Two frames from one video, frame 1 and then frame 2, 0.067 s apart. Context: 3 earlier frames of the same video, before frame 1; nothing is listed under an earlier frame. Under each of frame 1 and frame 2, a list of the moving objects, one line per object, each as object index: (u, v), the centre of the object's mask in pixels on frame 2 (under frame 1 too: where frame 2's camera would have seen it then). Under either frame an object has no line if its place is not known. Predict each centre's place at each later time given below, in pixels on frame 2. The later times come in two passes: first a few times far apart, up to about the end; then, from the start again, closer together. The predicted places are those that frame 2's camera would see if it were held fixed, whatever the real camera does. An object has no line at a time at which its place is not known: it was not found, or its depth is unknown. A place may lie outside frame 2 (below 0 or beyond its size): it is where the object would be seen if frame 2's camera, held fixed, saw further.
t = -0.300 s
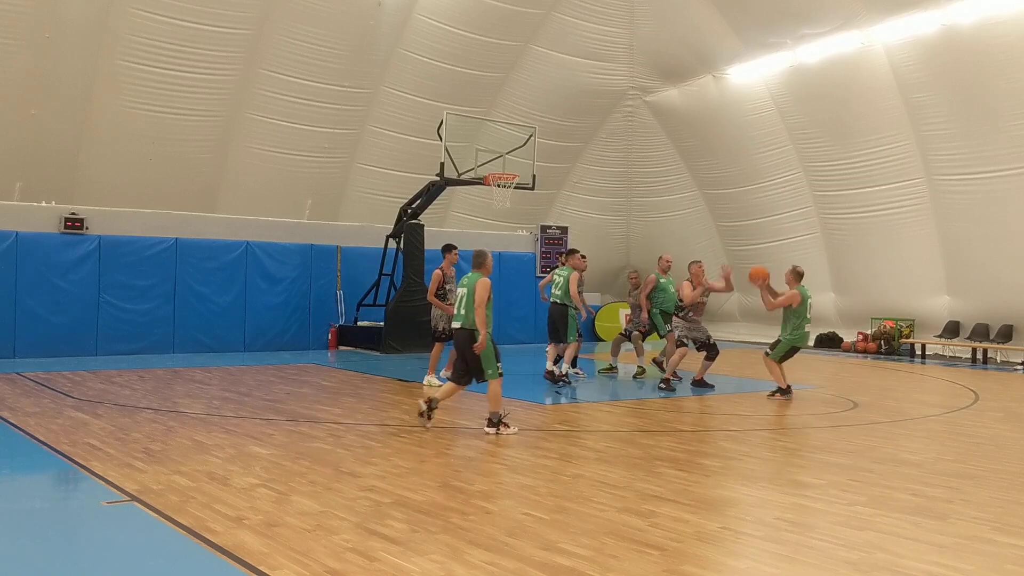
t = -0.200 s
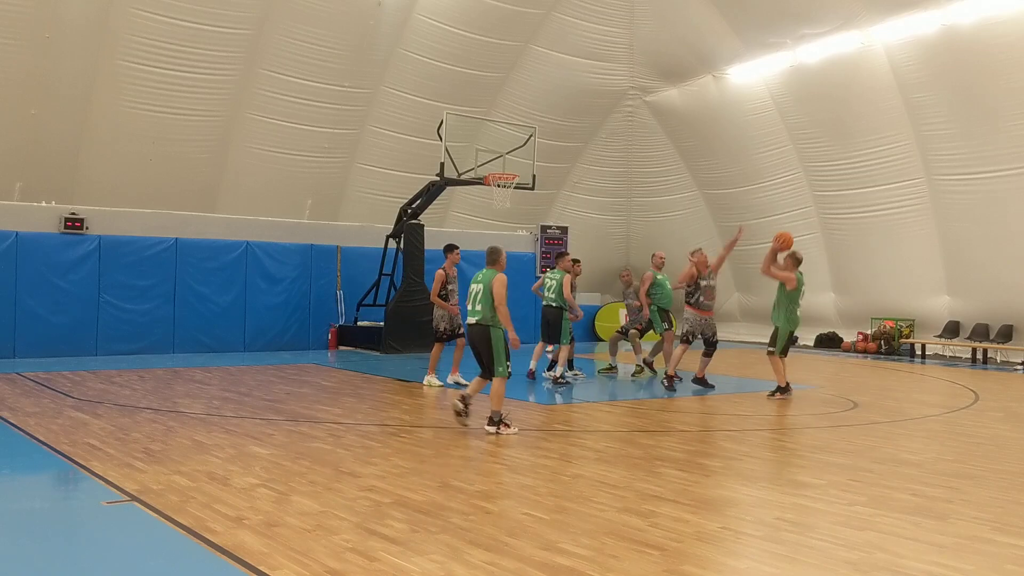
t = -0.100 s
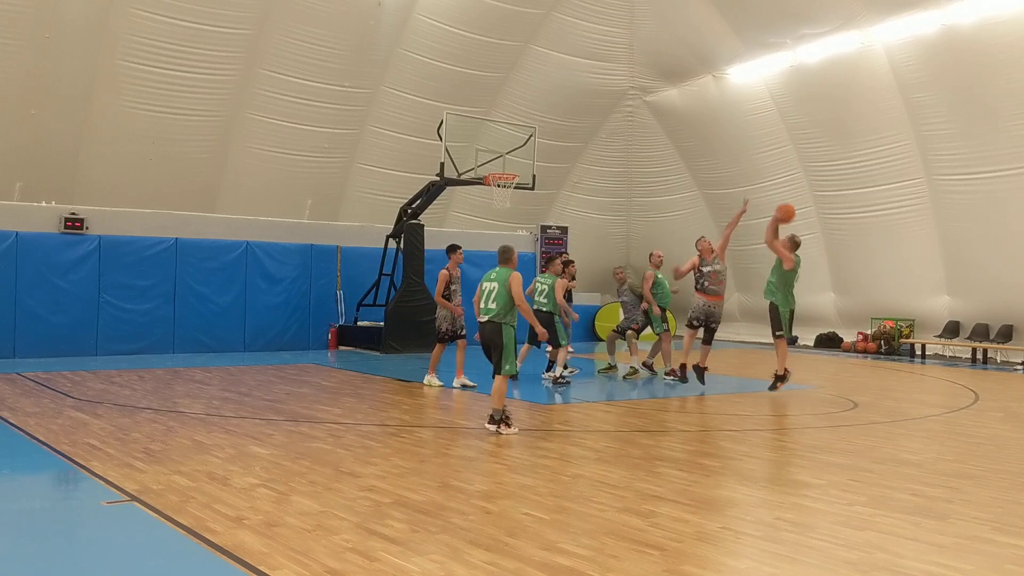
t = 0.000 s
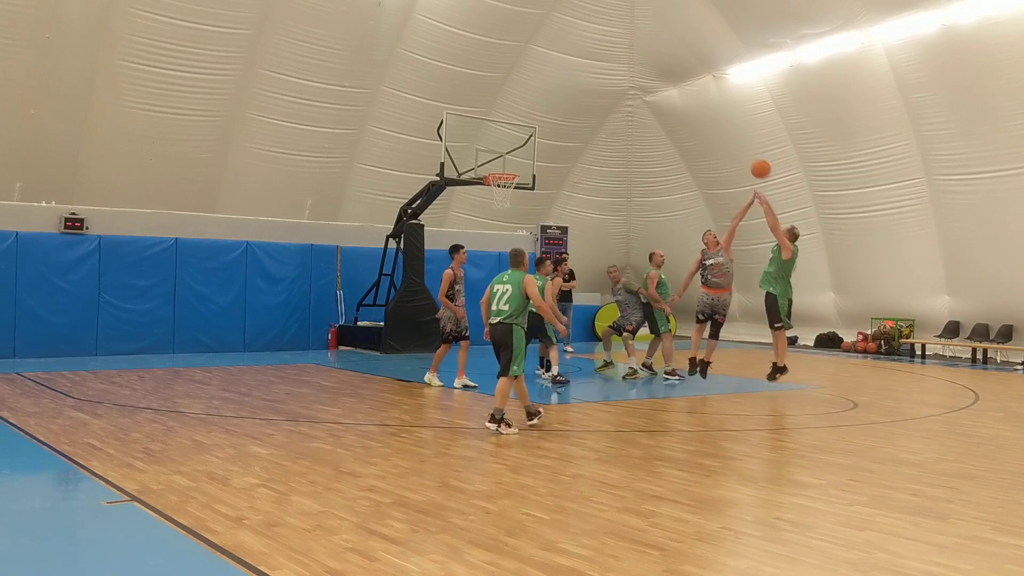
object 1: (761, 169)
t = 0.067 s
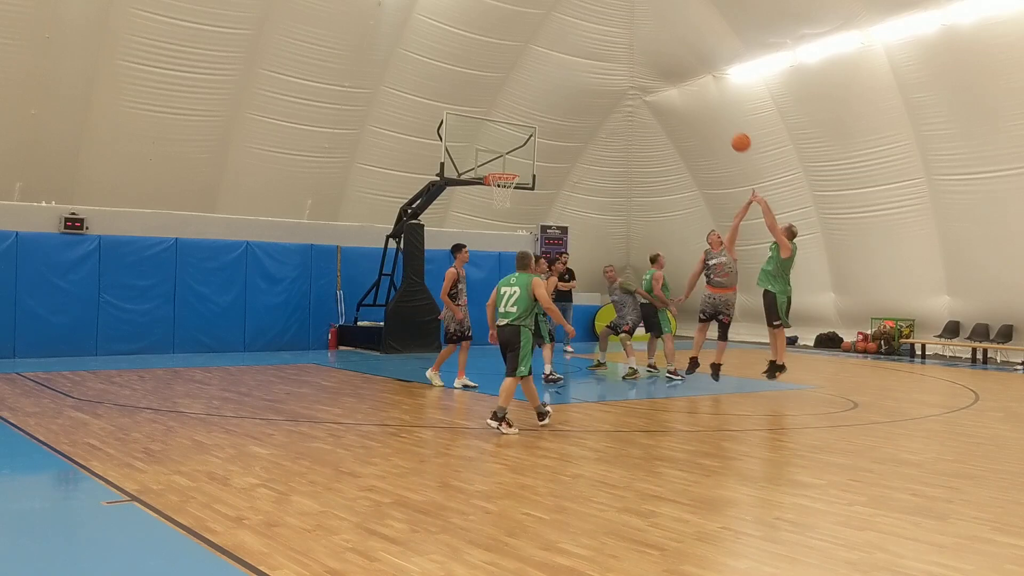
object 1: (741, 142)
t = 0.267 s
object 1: (685, 88)
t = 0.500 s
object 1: (626, 66)
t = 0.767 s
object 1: (565, 88)
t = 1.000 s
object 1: (517, 141)
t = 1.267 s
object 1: (496, 155)
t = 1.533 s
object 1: (514, 163)
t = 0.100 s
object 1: (731, 131)
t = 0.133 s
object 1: (722, 120)
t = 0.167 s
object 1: (713, 111)
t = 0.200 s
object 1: (704, 102)
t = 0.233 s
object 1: (694, 95)
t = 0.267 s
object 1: (685, 88)
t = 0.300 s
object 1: (676, 82)
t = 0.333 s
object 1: (668, 78)
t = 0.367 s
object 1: (659, 74)
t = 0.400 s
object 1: (651, 71)
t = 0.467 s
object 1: (635, 67)
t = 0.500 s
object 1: (626, 66)
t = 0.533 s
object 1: (618, 66)
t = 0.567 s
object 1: (611, 67)
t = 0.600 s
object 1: (603, 69)
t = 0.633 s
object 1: (595, 71)
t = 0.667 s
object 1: (587, 75)
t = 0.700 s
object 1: (580, 79)
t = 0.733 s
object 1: (572, 83)
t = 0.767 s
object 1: (565, 88)
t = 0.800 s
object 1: (558, 94)
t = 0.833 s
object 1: (551, 100)
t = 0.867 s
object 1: (544, 107)
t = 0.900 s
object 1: (537, 115)
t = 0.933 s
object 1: (530, 123)
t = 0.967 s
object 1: (524, 132)
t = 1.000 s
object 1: (517, 141)
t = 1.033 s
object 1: (511, 152)
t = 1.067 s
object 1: (504, 162)
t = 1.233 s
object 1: (500, 159)
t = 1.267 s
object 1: (496, 155)
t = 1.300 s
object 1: (494, 152)
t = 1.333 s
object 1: (497, 152)
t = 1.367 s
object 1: (500, 152)
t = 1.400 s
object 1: (503, 153)
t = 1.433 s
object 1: (505, 154)
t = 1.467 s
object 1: (509, 157)
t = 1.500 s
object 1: (511, 160)
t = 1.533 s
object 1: (514, 163)
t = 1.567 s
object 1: (517, 168)
